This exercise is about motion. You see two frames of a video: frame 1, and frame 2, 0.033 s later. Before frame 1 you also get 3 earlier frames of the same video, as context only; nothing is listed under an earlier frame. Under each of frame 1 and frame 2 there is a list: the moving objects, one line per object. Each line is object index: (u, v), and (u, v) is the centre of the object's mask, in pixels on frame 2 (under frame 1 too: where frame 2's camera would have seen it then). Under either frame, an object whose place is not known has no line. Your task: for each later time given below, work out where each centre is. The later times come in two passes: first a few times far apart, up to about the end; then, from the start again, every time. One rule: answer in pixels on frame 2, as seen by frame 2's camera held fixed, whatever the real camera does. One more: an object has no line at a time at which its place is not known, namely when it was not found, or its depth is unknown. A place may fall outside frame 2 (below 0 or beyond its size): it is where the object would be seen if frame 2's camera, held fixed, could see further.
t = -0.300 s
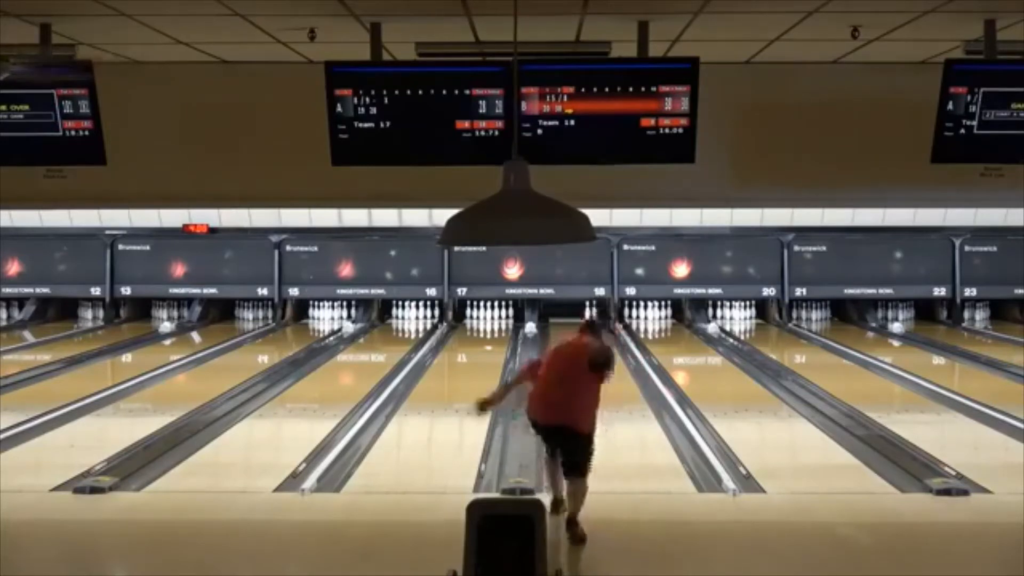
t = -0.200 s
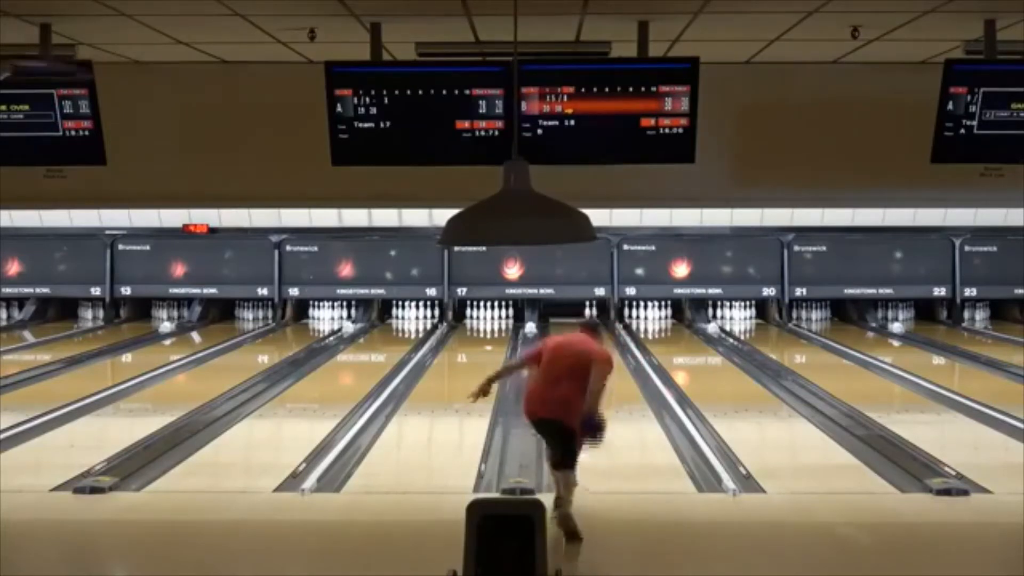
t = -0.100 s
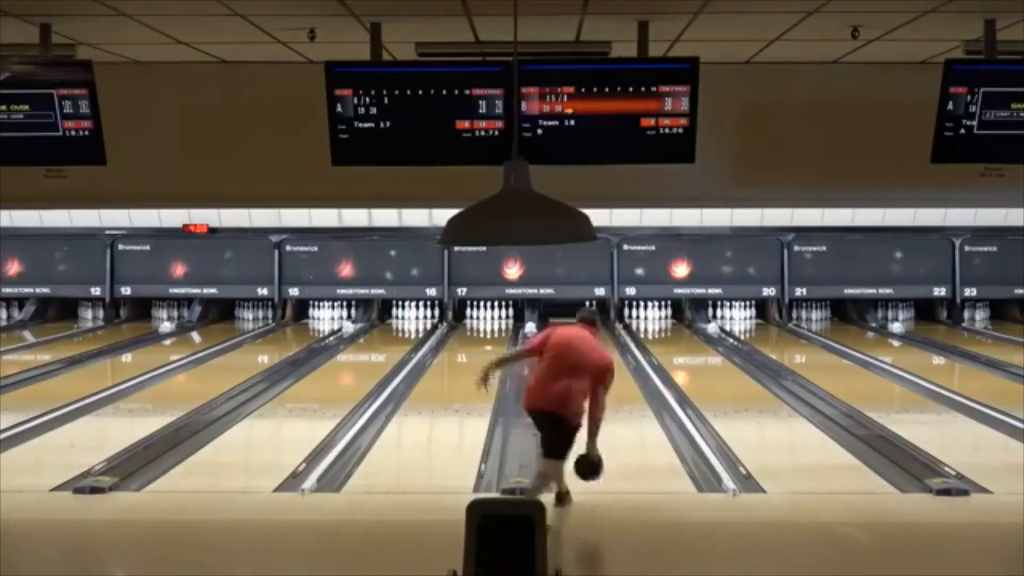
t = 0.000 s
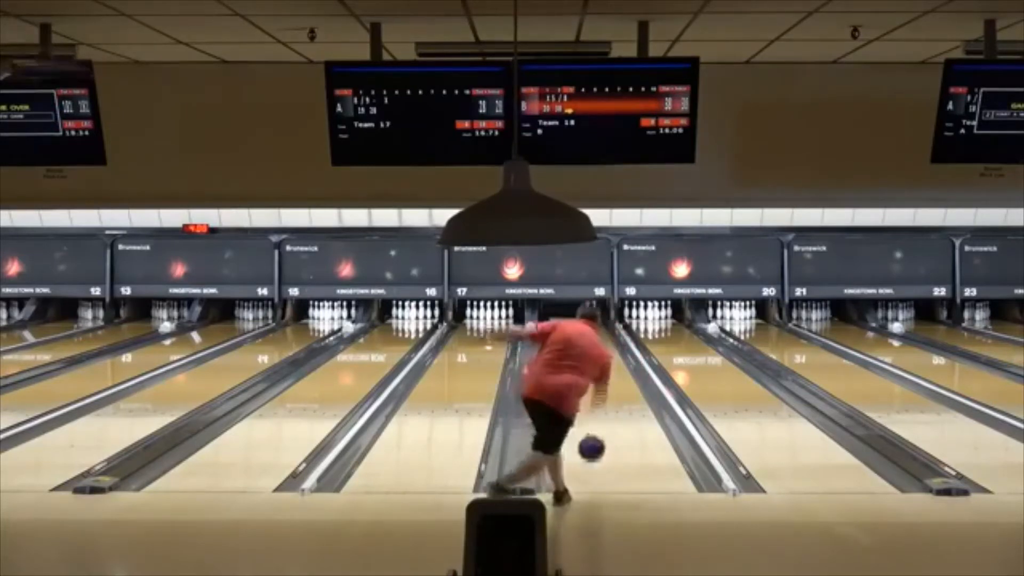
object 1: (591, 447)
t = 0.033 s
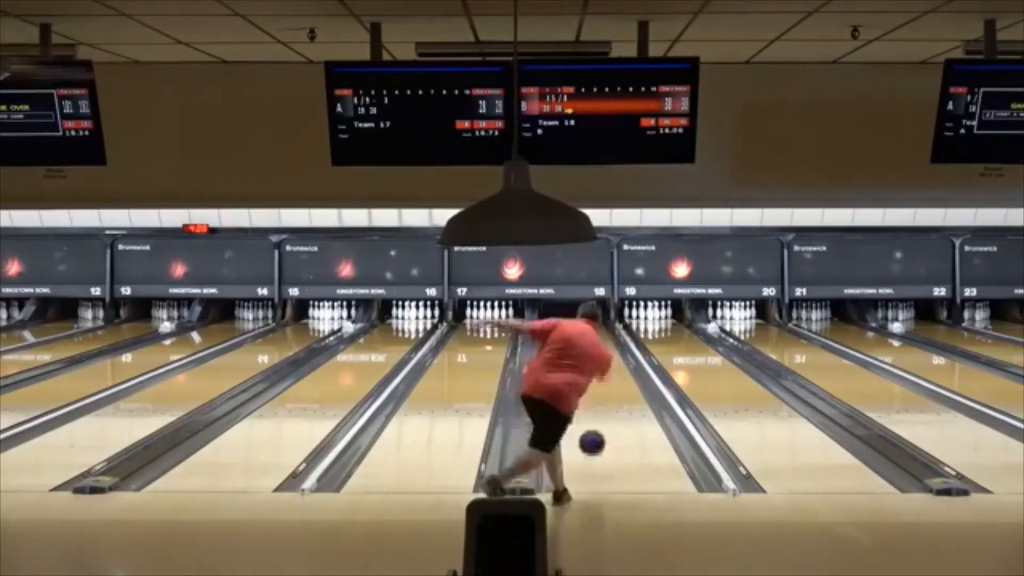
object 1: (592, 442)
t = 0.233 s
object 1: (594, 429)
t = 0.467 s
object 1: (597, 398)
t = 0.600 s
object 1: (598, 385)
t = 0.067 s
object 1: (592, 438)
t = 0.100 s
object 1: (593, 436)
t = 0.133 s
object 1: (593, 434)
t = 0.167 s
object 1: (594, 434)
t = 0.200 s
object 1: (594, 435)
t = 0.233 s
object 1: (594, 429)
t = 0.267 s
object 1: (595, 423)
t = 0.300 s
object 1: (595, 419)
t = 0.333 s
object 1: (595, 414)
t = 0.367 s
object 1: (596, 410)
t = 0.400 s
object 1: (596, 406)
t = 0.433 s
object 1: (596, 402)
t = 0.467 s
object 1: (597, 398)
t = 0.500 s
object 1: (597, 395)
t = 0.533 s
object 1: (597, 392)
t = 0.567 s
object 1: (597, 389)
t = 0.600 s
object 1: (598, 385)
